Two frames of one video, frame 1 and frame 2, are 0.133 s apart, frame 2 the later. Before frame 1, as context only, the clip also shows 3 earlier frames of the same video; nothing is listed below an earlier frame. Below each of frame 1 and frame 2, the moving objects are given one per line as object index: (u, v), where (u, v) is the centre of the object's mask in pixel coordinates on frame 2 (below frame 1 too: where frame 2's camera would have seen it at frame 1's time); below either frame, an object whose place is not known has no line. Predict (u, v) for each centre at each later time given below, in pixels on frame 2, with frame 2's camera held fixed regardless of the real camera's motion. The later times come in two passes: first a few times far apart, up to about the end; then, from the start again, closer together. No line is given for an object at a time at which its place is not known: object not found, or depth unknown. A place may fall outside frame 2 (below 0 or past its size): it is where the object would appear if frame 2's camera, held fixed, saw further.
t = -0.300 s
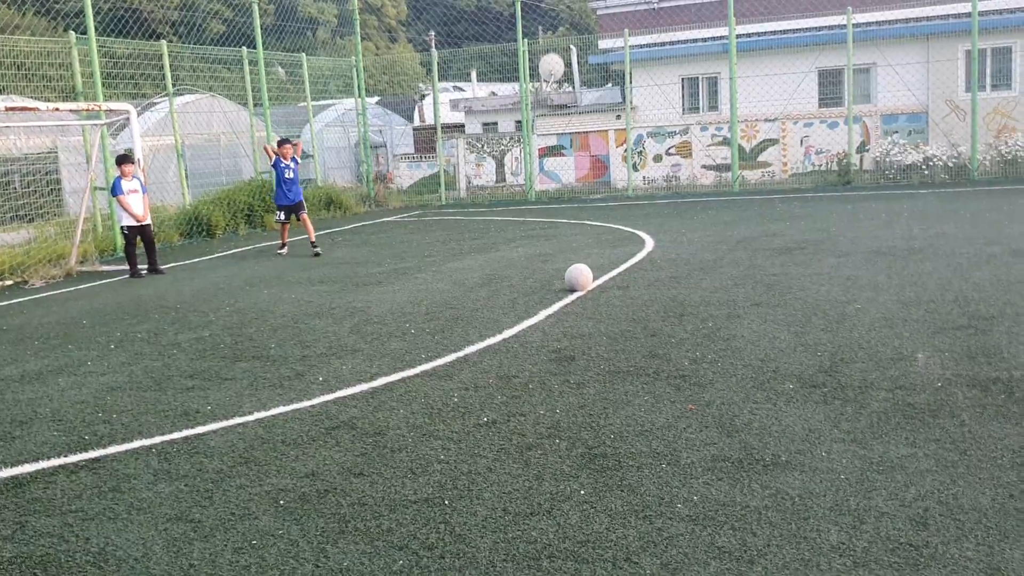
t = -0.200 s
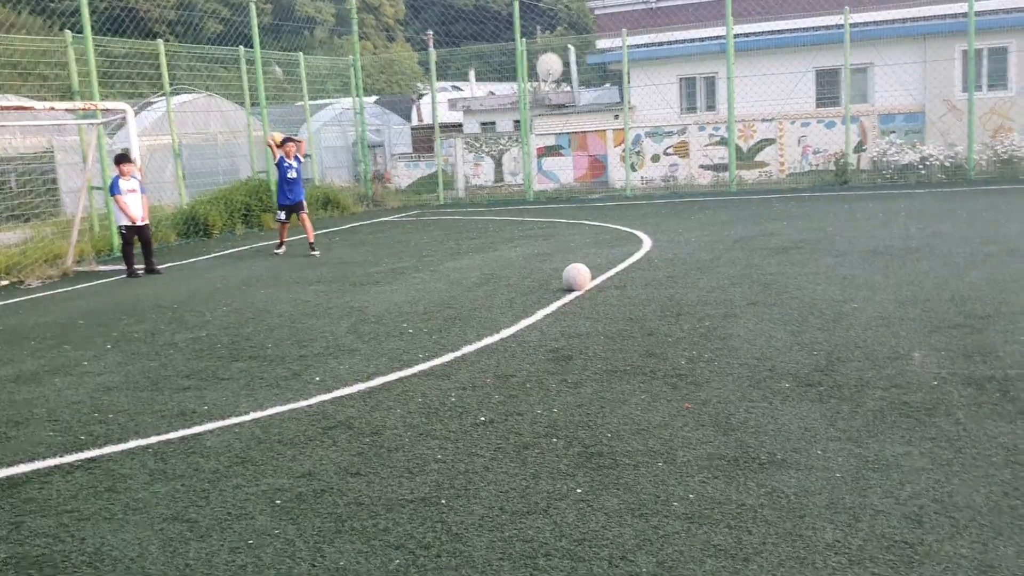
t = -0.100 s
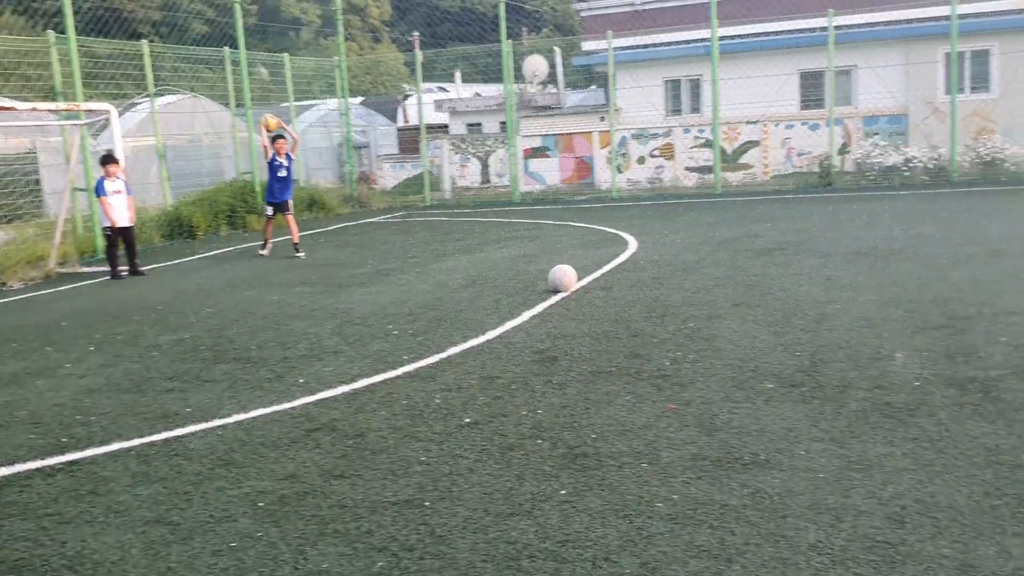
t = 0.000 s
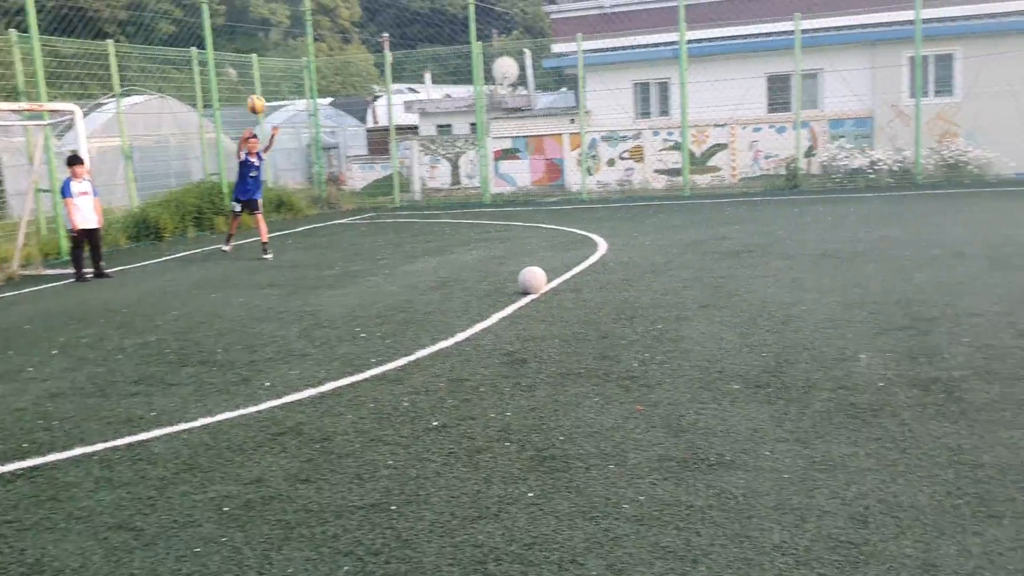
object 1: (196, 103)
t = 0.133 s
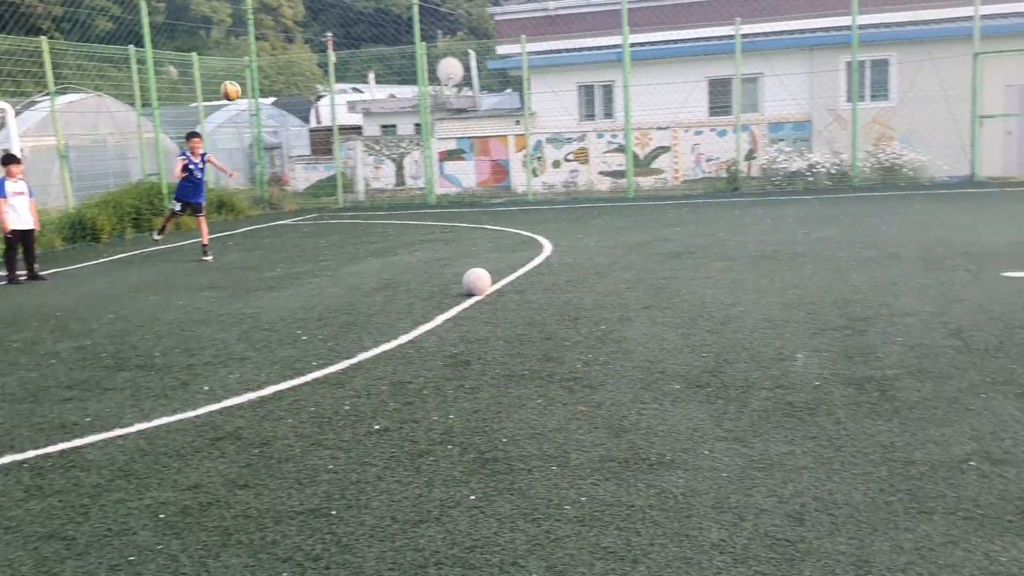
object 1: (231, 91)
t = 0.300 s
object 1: (280, 97)
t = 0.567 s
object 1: (377, 169)
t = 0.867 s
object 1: (448, 264)
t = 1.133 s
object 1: (417, 290)
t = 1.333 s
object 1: (383, 293)
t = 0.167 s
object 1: (240, 90)
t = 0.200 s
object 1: (249, 90)
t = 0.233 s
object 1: (259, 91)
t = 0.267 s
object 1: (270, 94)
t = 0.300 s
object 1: (280, 97)
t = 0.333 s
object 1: (290, 101)
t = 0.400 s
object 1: (313, 114)
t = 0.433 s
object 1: (324, 122)
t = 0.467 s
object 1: (337, 133)
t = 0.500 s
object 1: (350, 143)
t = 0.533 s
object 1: (362, 154)
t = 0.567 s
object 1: (377, 169)
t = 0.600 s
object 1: (392, 186)
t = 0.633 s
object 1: (406, 202)
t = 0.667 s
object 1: (423, 221)
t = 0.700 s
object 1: (440, 242)
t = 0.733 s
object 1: (456, 263)
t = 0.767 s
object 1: (460, 270)
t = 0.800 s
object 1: (456, 267)
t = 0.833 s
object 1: (452, 265)
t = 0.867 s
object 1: (448, 264)
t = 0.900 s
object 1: (444, 265)
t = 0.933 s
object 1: (440, 267)
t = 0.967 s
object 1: (437, 270)
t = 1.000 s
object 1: (434, 274)
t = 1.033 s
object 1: (431, 280)
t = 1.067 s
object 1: (427, 287)
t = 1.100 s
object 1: (423, 292)
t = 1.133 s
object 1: (417, 290)
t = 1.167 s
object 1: (411, 288)
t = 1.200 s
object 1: (405, 287)
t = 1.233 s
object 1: (399, 288)
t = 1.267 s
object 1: (394, 290)
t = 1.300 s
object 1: (388, 293)
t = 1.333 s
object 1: (383, 293)
